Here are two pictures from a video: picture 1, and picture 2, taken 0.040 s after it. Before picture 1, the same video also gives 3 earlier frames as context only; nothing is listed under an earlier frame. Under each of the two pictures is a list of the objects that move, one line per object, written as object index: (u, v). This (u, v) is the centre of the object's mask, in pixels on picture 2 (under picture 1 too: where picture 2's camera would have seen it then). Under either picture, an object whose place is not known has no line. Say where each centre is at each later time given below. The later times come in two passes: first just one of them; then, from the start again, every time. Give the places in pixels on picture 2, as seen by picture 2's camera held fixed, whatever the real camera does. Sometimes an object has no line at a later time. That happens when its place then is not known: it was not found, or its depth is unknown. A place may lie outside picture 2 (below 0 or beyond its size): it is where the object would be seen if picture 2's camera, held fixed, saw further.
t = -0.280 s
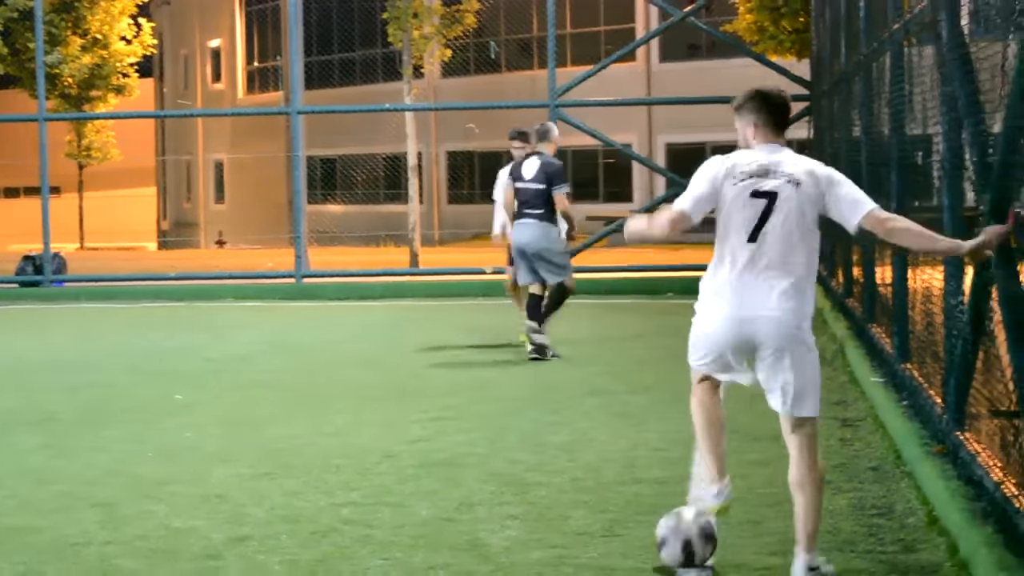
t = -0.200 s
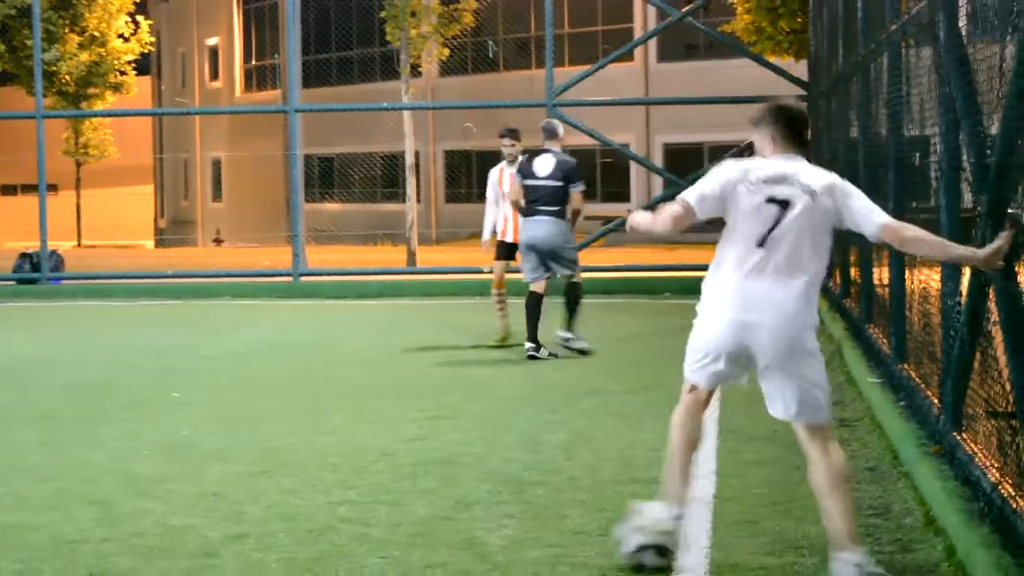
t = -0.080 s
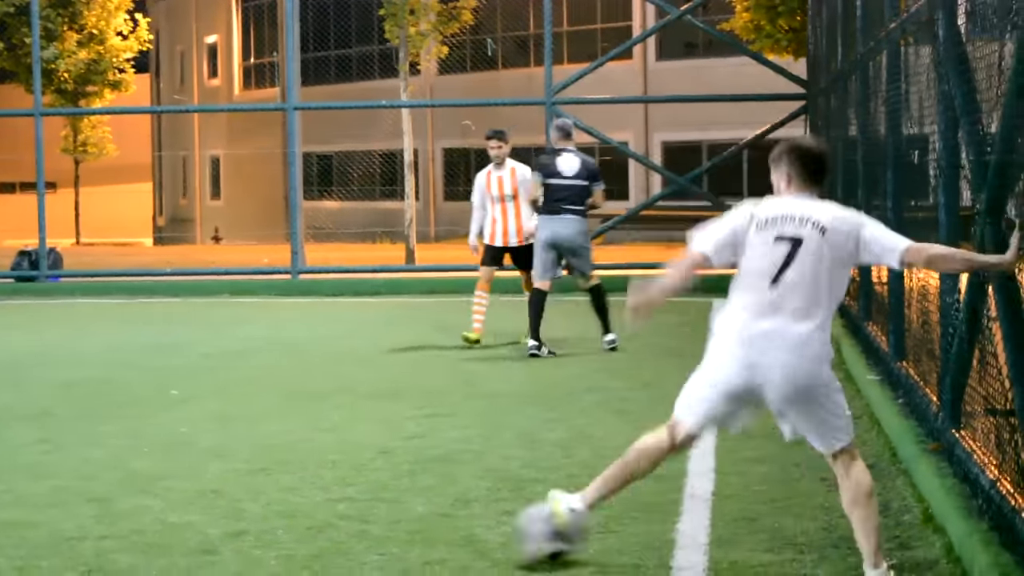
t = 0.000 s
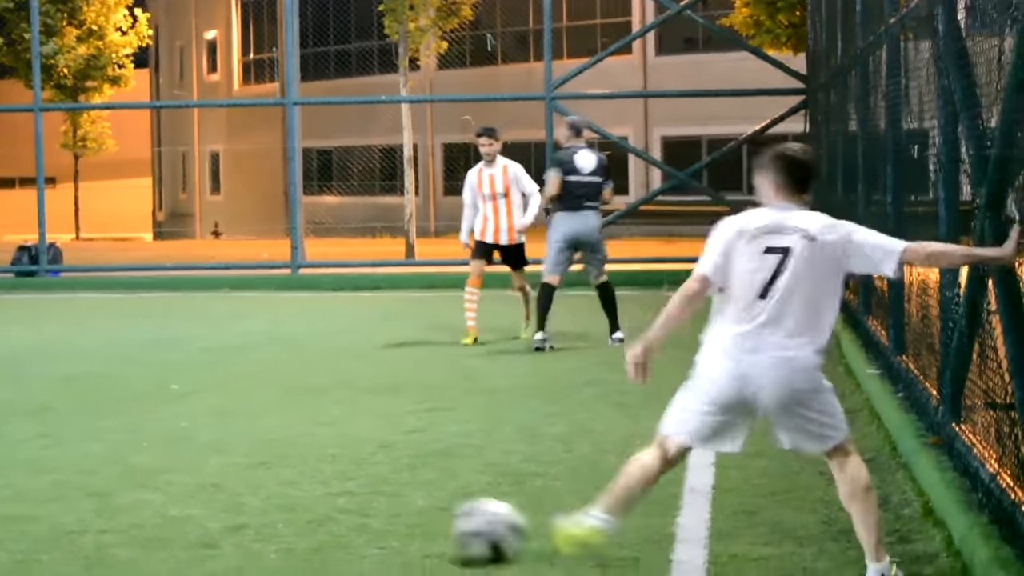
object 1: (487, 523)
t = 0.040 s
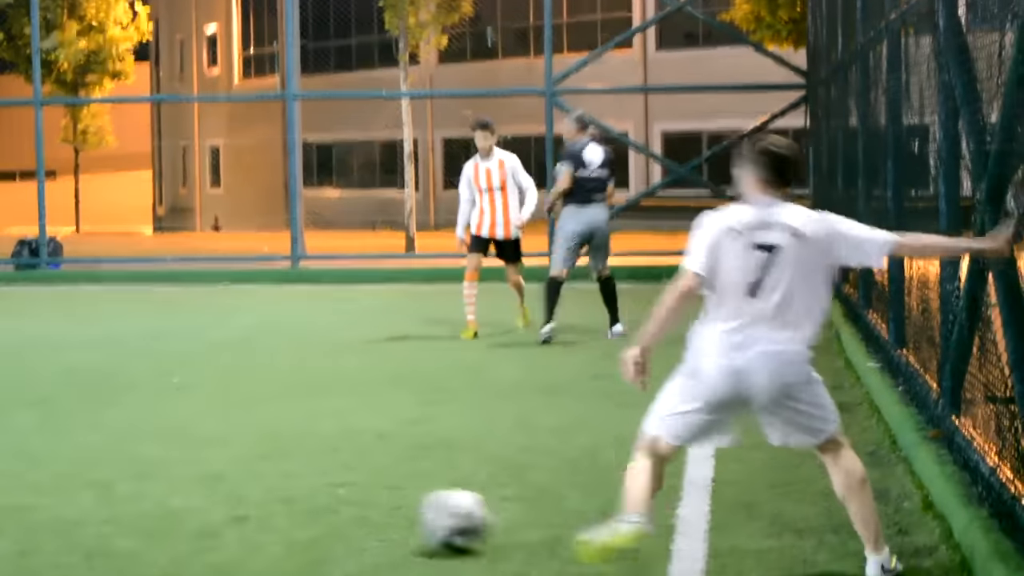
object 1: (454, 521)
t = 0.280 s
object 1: (272, 524)
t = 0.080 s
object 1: (423, 522)
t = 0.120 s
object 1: (394, 521)
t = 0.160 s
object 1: (363, 519)
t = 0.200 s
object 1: (333, 522)
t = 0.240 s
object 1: (303, 525)
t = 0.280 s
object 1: (272, 524)
